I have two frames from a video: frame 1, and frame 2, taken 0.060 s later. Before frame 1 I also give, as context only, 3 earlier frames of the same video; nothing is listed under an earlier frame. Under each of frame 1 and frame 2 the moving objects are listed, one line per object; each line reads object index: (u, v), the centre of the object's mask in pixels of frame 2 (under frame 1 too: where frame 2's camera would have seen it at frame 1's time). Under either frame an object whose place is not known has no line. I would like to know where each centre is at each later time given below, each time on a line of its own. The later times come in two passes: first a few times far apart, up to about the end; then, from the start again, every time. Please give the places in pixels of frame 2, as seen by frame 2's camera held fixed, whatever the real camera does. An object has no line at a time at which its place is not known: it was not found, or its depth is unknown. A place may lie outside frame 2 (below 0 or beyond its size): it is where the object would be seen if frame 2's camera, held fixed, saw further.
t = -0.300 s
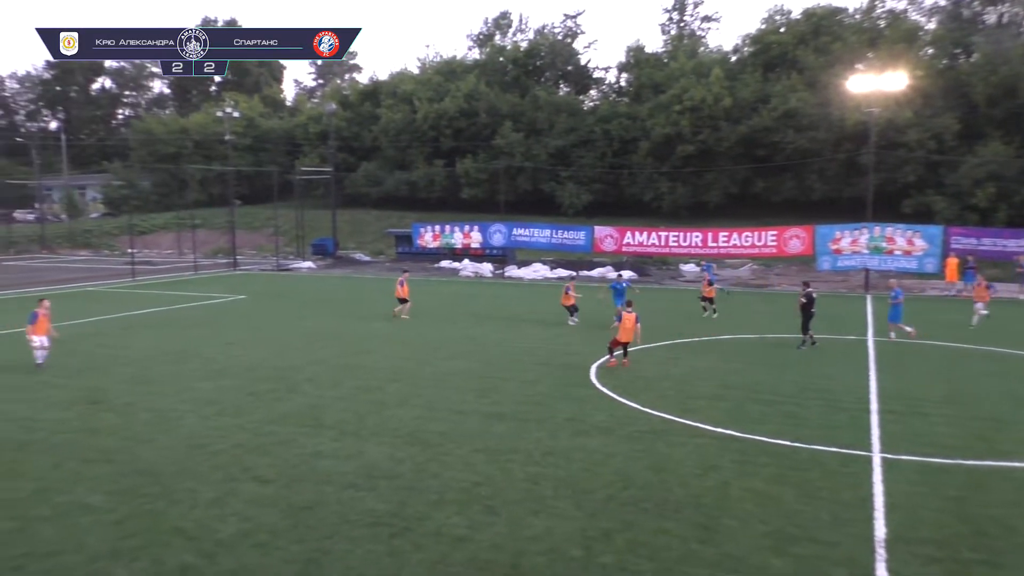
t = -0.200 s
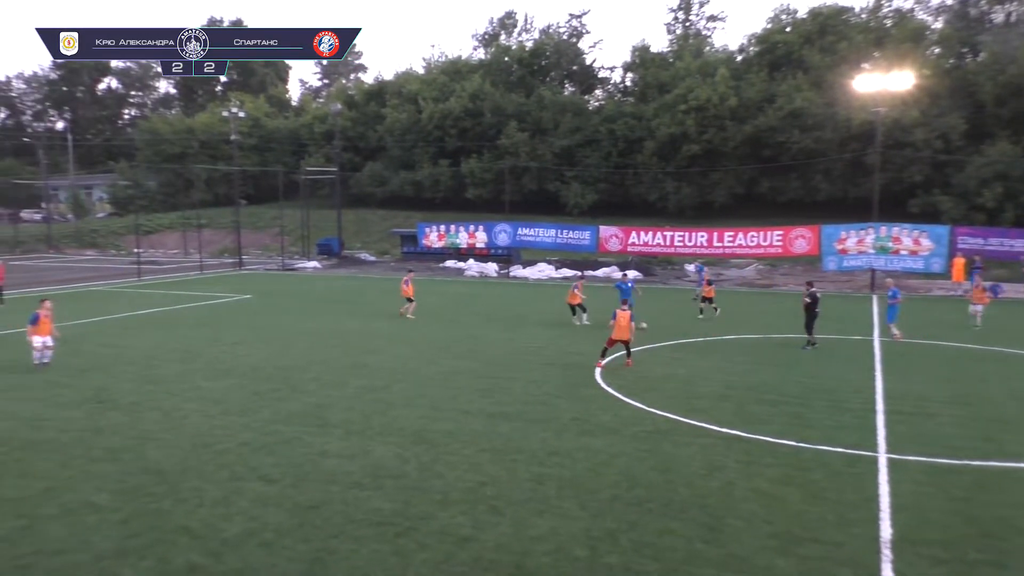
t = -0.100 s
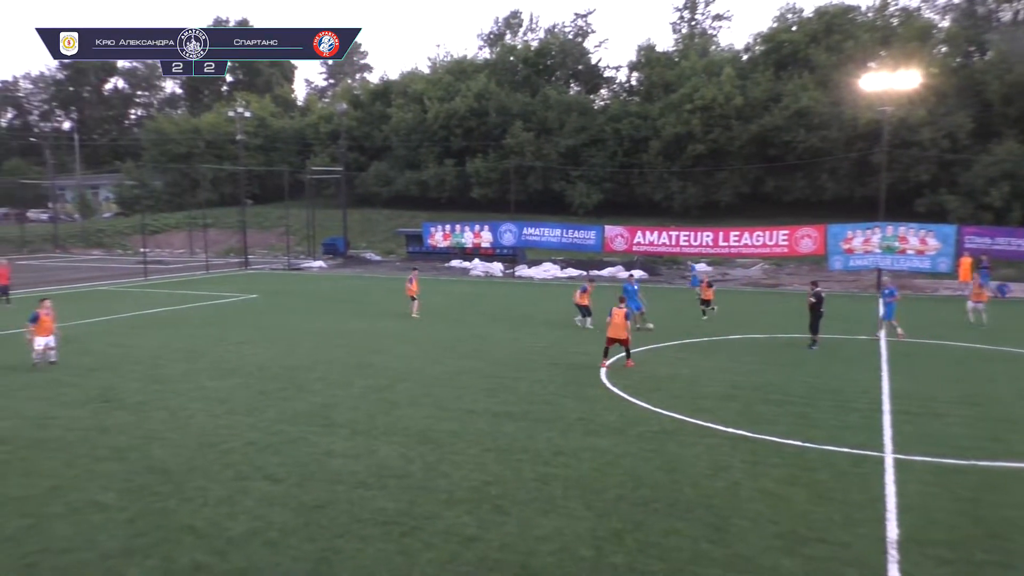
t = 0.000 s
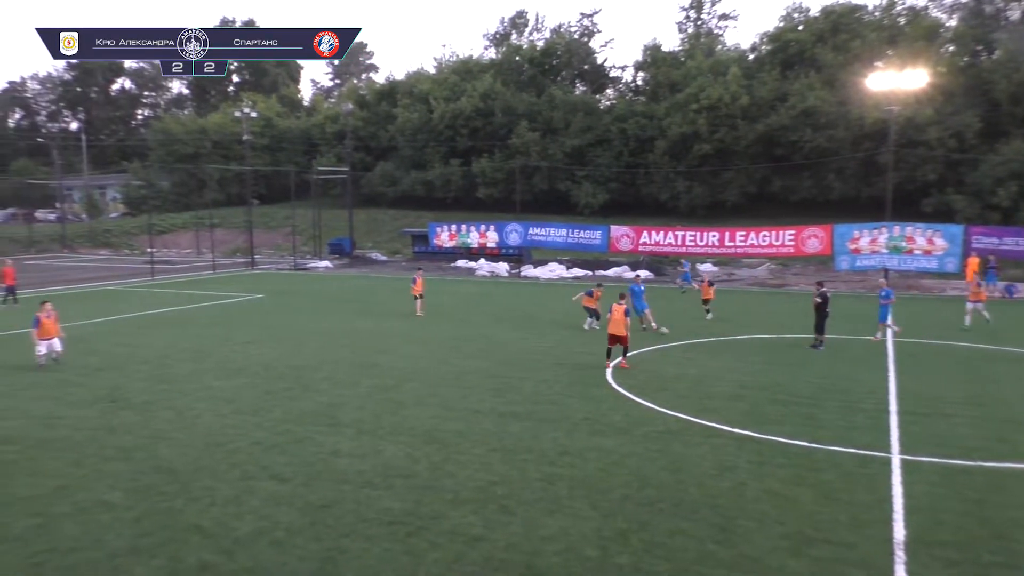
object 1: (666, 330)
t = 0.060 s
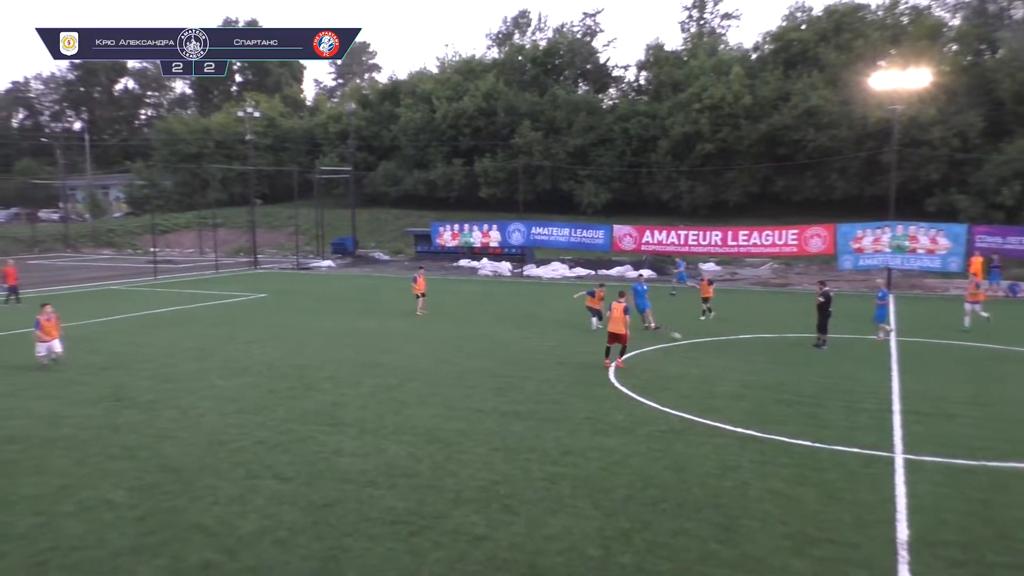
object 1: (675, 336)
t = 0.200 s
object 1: (698, 353)
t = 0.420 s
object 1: (736, 379)
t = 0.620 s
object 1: (776, 406)
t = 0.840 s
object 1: (823, 445)
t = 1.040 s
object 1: (873, 487)
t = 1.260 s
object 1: (943, 544)
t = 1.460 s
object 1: (1026, 616)
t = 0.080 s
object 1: (678, 338)
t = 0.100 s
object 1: (683, 341)
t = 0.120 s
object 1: (686, 344)
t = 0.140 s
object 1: (690, 347)
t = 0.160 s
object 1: (692, 349)
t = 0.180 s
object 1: (696, 352)
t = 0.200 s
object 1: (698, 353)
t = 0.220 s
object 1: (701, 355)
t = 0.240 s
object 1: (705, 357)
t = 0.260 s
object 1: (708, 360)
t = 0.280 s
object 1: (712, 362)
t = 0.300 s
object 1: (715, 365)
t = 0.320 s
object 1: (719, 367)
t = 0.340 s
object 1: (722, 370)
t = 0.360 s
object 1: (726, 372)
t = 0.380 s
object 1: (729, 374)
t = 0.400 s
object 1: (732, 377)
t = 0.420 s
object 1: (736, 379)
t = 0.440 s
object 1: (739, 381)
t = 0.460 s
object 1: (744, 385)
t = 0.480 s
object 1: (748, 388)
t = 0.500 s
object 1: (752, 391)
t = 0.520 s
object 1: (756, 395)
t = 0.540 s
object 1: (761, 399)
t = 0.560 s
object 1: (764, 401)
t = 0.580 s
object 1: (768, 403)
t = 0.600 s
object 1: (772, 404)
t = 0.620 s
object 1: (776, 406)
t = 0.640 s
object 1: (780, 409)
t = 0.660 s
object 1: (784, 412)
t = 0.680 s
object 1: (788, 416)
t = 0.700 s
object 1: (792, 419)
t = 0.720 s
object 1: (797, 424)
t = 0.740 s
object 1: (801, 429)
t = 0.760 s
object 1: (806, 433)
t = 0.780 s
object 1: (810, 437)
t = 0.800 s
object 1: (814, 440)
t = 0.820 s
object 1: (819, 443)
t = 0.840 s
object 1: (823, 445)
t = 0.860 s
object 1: (828, 448)
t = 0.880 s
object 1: (832, 452)
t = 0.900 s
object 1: (837, 456)
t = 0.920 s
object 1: (842, 460)
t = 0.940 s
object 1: (847, 465)
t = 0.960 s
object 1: (852, 470)
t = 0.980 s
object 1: (858, 475)
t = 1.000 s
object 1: (863, 479)
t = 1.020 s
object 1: (868, 483)
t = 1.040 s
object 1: (873, 487)
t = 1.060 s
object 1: (879, 491)
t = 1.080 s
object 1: (884, 495)
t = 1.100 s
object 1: (889, 500)
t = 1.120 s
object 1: (896, 506)
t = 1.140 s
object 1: (902, 512)
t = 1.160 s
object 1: (910, 518)
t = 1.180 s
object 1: (916, 522)
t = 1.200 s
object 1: (921, 527)
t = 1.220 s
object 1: (929, 532)
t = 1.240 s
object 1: (935, 538)
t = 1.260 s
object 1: (943, 544)
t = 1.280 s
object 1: (949, 550)
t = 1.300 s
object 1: (957, 557)
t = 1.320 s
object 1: (964, 564)
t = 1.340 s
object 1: (973, 571)
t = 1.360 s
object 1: (981, 576)
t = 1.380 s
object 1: (989, 584)
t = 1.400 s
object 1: (998, 591)
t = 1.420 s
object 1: (1008, 599)
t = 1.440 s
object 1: (1016, 607)
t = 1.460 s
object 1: (1026, 616)
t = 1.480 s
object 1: (1035, 624)
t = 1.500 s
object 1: (1046, 632)
